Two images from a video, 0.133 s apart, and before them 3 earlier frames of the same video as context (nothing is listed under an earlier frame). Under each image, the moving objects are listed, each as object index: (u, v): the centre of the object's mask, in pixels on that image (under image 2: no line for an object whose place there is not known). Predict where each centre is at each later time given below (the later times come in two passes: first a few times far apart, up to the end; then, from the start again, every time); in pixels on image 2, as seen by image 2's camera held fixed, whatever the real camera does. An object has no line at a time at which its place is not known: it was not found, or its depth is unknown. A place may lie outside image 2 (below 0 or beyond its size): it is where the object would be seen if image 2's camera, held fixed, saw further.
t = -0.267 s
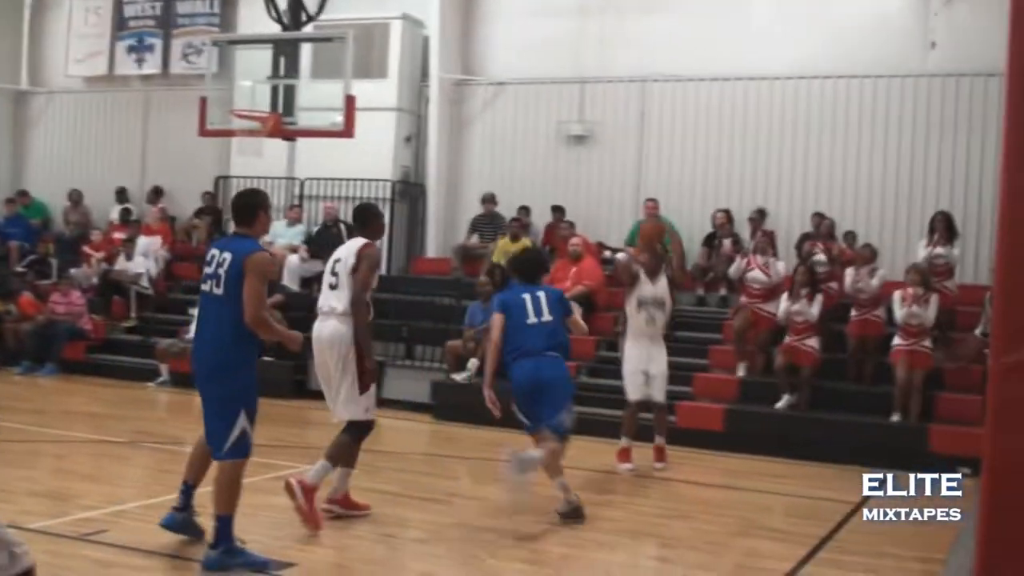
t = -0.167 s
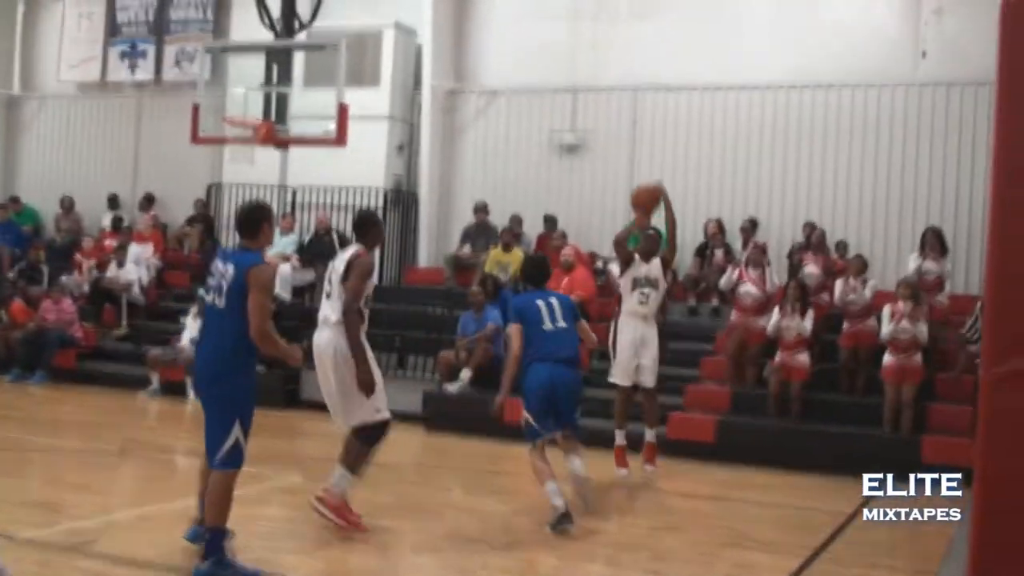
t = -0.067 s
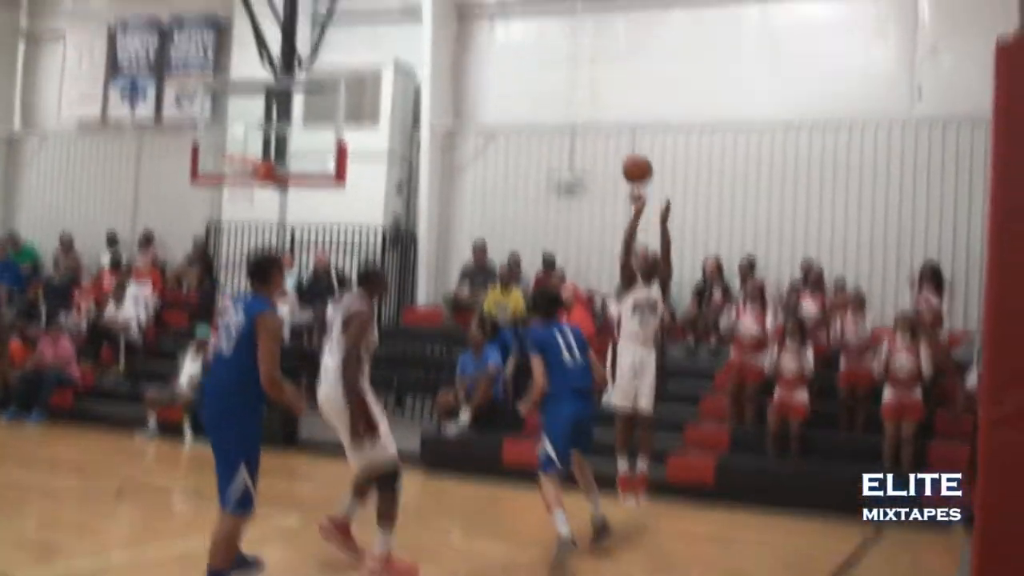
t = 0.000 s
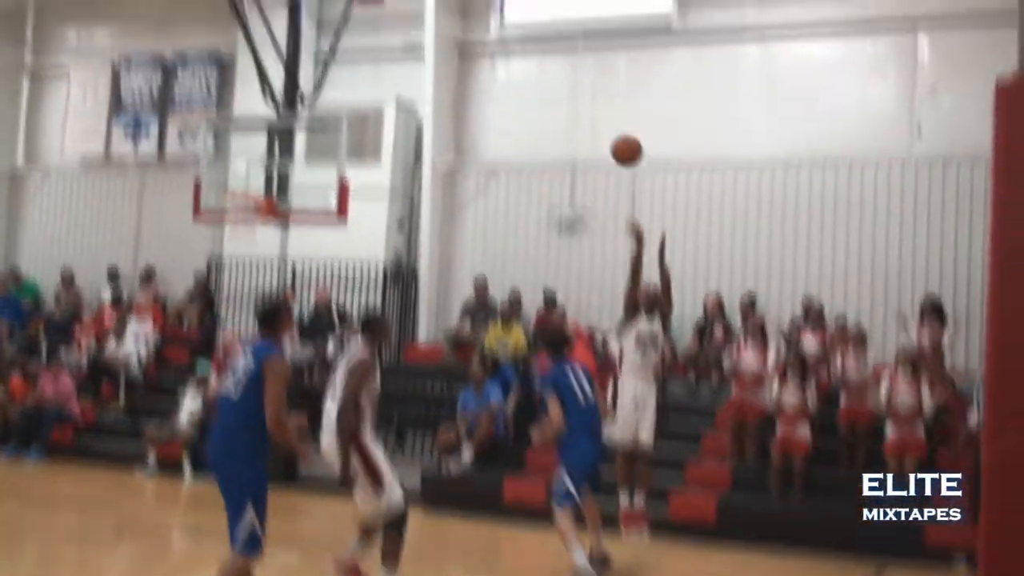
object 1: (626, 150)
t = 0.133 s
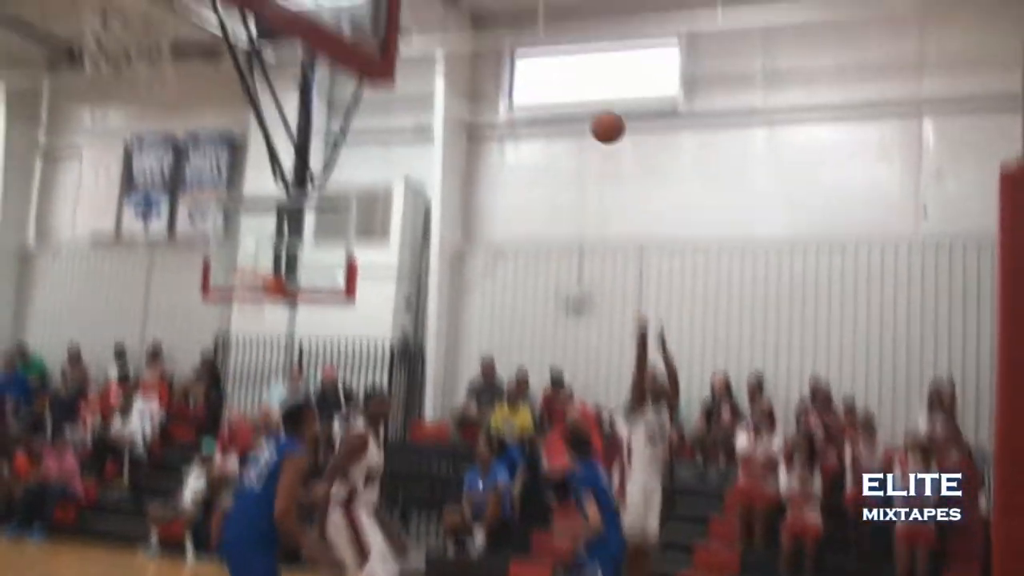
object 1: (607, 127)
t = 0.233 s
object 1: (584, 53)
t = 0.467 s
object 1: (515, -81)
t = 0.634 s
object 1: (449, -146)
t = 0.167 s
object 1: (599, 104)
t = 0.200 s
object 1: (592, 77)
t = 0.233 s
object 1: (584, 53)
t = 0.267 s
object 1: (574, 32)
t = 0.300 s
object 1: (566, 12)
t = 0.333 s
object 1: (558, -8)
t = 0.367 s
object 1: (547, -27)
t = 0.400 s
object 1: (537, -46)
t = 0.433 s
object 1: (525, -64)
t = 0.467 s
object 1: (515, -81)
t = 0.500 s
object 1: (503, -97)
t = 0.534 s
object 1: (490, -111)
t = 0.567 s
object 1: (477, -124)
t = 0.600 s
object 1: (464, -136)
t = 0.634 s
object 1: (449, -146)
